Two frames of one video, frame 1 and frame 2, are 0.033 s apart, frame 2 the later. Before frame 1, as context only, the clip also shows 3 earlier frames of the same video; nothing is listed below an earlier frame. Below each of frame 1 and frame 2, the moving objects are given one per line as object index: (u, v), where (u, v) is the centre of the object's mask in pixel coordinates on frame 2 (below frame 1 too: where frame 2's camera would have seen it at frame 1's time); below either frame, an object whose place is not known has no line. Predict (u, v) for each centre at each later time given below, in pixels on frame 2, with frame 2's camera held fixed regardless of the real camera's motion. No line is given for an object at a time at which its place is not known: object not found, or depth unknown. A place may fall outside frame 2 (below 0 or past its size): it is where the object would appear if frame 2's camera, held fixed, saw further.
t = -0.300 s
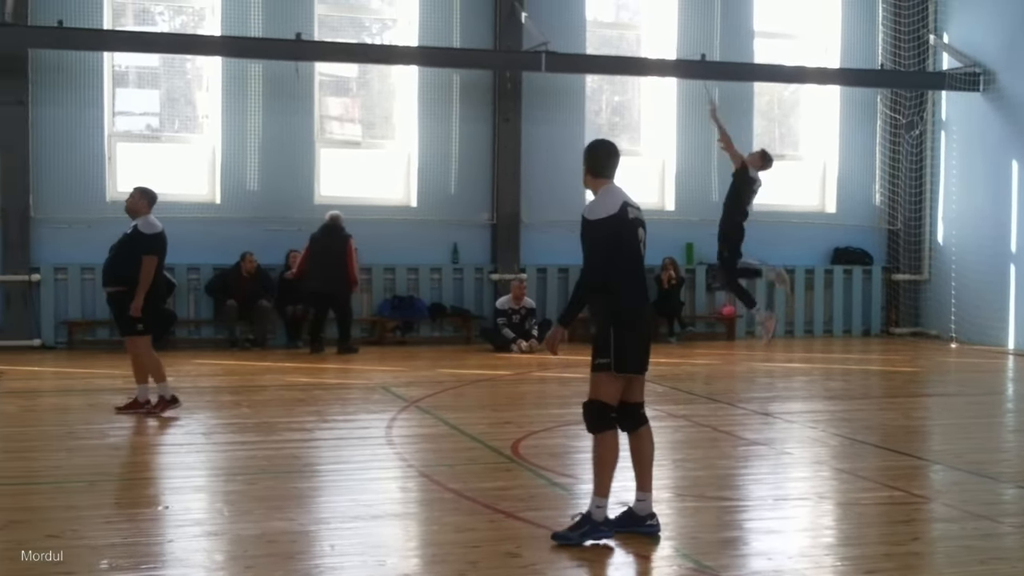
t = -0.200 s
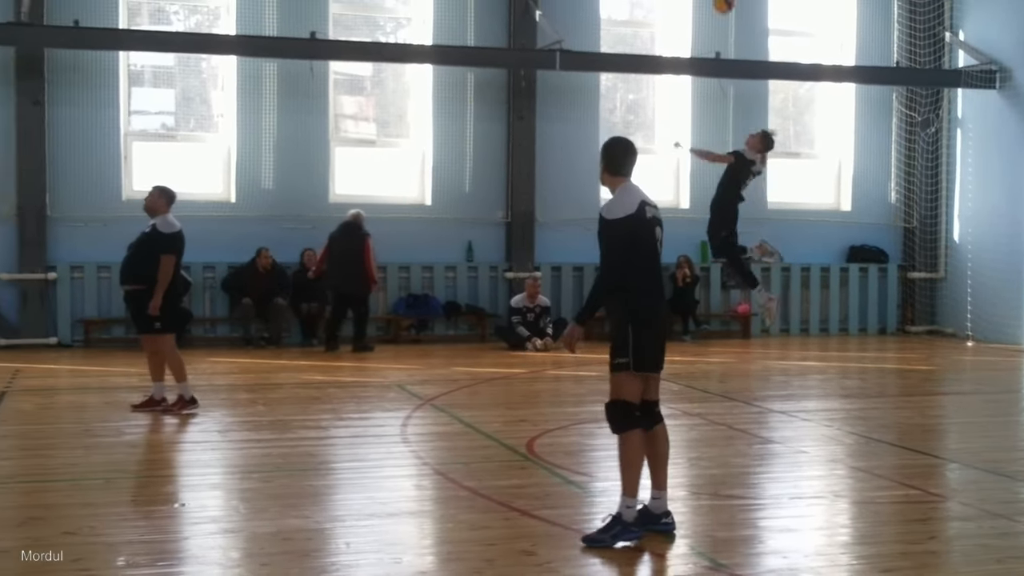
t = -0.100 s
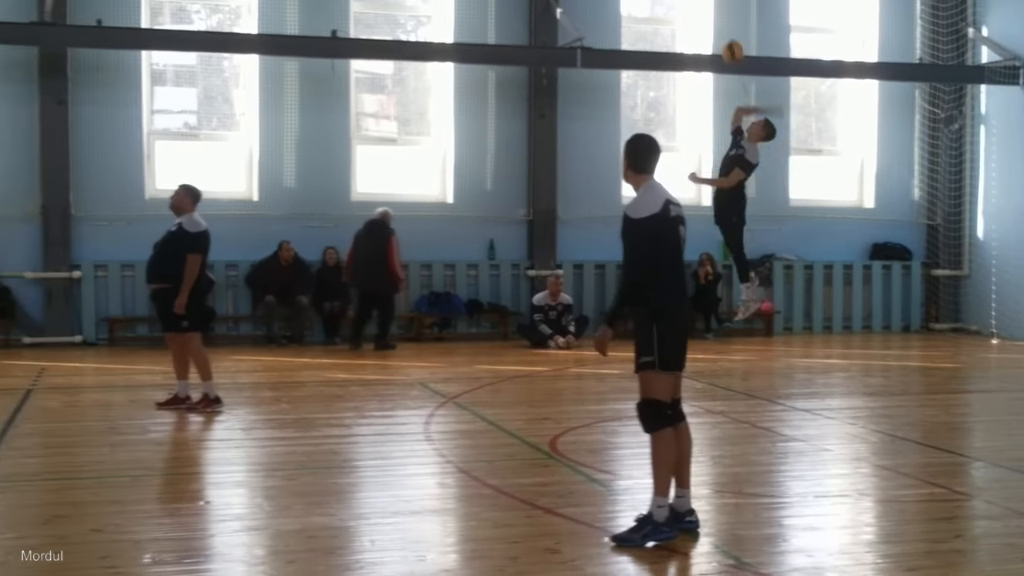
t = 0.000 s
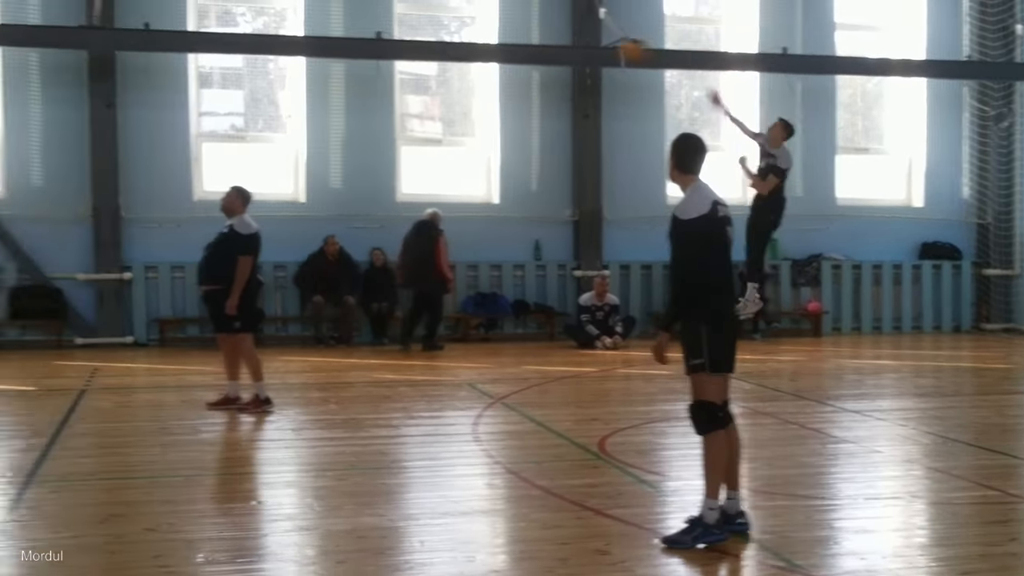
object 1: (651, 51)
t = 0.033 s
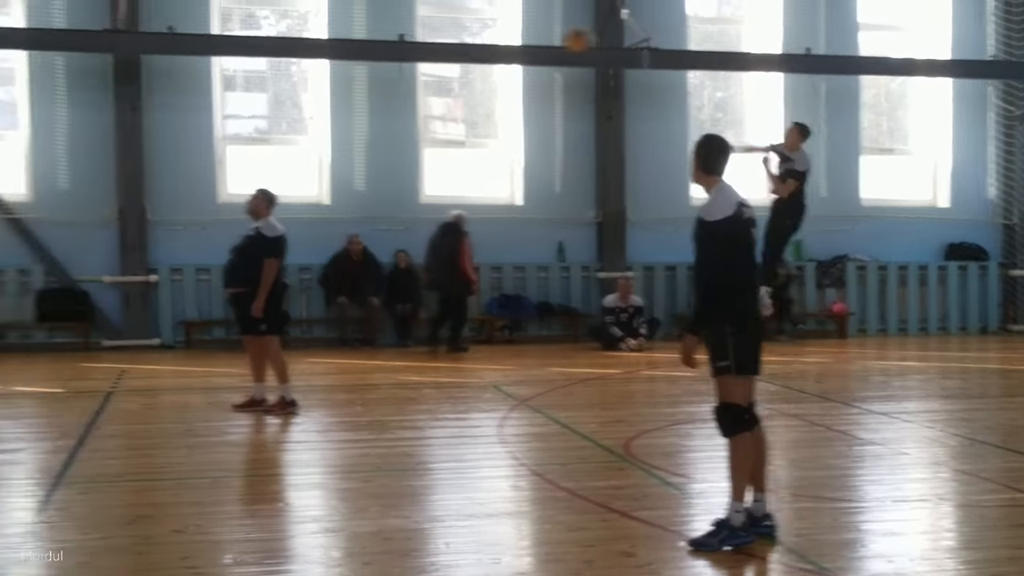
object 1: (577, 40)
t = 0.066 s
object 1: (498, 33)
